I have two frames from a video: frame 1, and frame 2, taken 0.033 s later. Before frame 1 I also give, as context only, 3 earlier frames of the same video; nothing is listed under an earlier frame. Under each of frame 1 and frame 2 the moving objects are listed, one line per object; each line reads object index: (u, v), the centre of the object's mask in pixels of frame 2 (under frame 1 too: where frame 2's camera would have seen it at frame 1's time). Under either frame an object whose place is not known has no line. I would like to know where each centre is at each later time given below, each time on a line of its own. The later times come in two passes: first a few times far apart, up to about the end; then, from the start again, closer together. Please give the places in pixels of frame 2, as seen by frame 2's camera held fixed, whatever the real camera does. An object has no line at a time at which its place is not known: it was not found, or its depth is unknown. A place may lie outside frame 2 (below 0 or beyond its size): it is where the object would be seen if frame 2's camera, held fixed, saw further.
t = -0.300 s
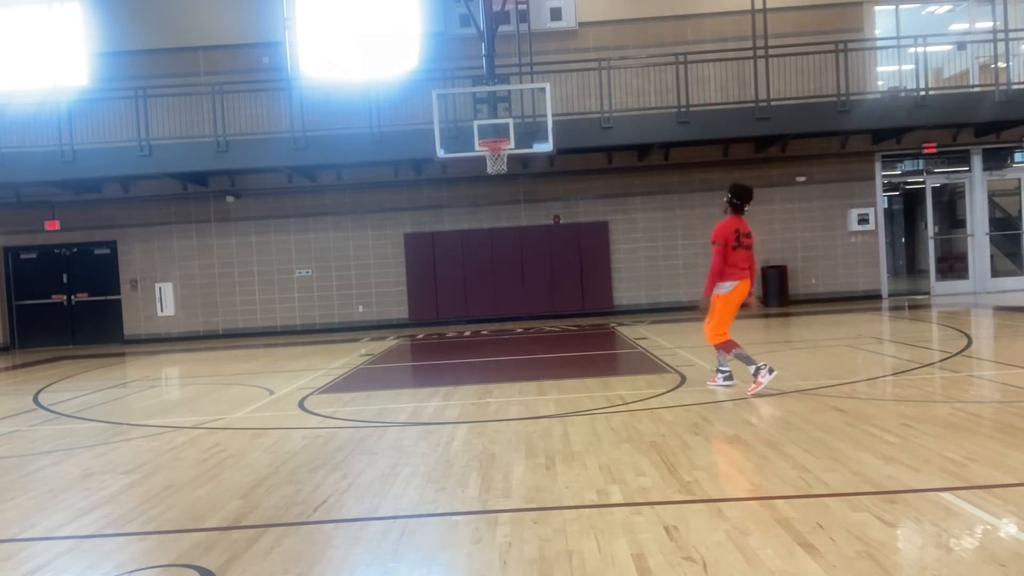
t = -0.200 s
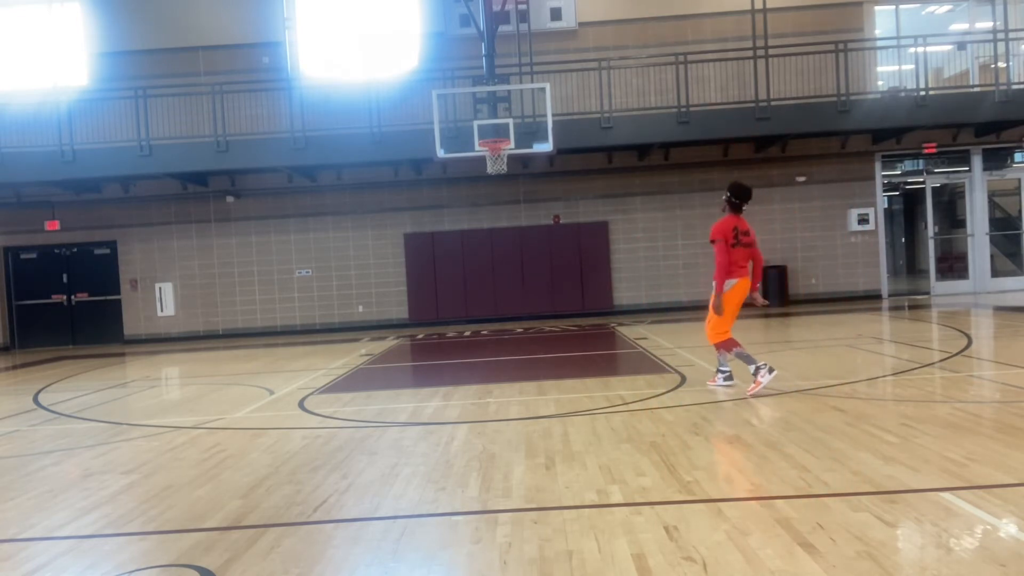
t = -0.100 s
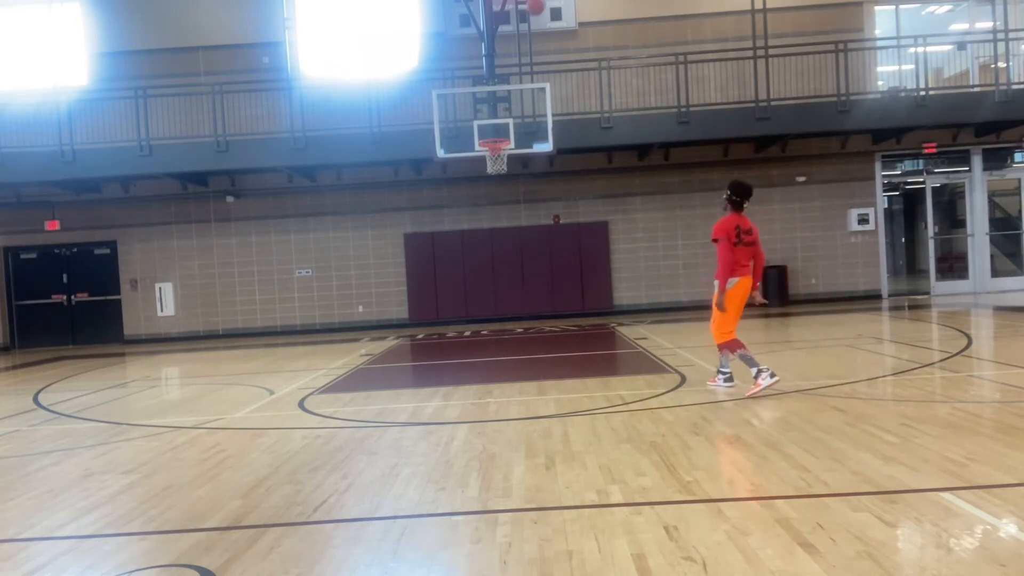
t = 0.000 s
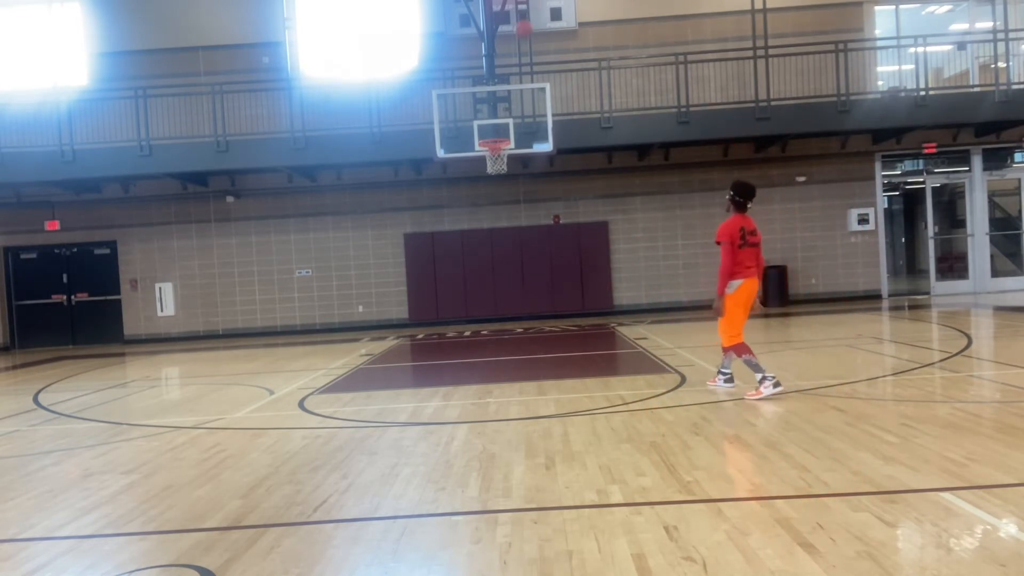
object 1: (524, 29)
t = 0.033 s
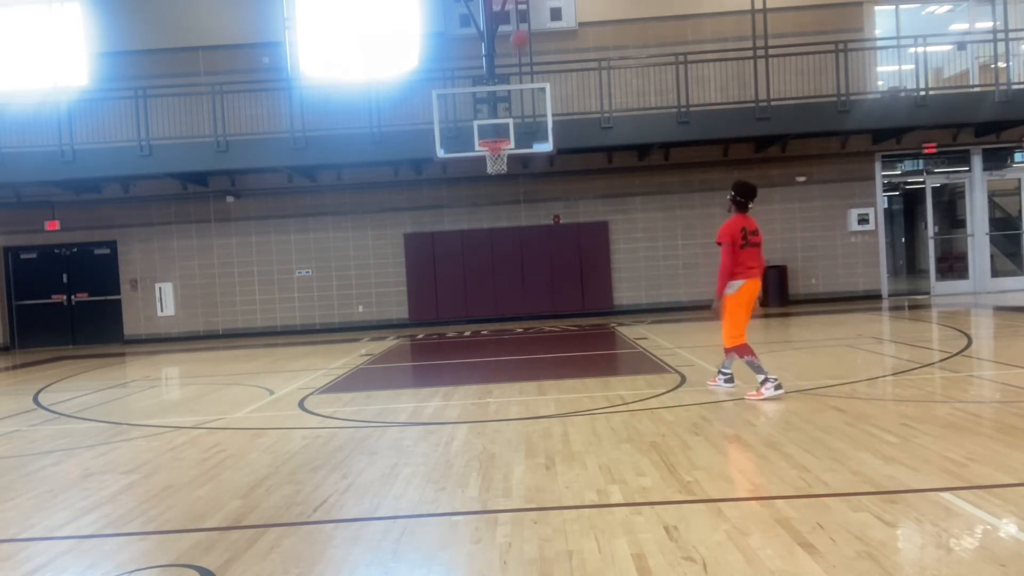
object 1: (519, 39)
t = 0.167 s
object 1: (506, 81)
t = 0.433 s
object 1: (495, 175)
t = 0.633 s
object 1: (502, 248)
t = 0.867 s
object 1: (512, 312)
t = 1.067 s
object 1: (520, 245)
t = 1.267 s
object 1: (530, 203)
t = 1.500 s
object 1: (545, 187)
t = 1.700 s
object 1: (561, 203)
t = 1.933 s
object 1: (583, 263)
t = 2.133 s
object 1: (604, 343)
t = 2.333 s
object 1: (619, 276)
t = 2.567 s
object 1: (640, 235)
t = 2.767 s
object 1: (661, 237)
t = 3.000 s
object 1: (690, 286)
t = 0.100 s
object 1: (512, 58)
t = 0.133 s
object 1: (509, 70)
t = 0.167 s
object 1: (506, 81)
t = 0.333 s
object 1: (493, 142)
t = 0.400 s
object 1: (495, 170)
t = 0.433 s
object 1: (495, 175)
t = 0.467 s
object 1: (494, 183)
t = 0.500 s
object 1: (495, 195)
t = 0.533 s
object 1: (498, 208)
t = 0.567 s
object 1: (500, 221)
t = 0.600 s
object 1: (500, 234)
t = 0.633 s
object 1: (502, 248)
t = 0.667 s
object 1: (503, 264)
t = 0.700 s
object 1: (504, 280)
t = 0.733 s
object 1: (506, 296)
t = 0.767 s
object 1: (507, 313)
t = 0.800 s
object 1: (509, 331)
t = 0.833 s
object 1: (511, 325)
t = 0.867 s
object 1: (512, 312)
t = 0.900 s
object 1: (513, 299)
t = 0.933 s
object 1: (514, 287)
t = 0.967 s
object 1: (515, 275)
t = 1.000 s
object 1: (517, 265)
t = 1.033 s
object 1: (518, 255)
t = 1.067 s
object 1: (520, 245)
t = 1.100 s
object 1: (521, 236)
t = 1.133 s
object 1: (523, 229)
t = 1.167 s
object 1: (524, 221)
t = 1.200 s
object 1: (527, 215)
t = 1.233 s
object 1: (529, 209)
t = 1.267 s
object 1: (530, 203)
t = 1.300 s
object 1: (532, 199)
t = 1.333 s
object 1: (534, 194)
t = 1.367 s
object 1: (536, 191)
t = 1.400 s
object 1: (539, 189)
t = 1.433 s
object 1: (541, 188)
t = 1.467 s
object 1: (543, 187)
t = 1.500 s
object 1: (545, 187)
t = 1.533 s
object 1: (548, 187)
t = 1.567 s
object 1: (550, 188)
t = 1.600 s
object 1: (553, 191)
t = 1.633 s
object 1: (555, 194)
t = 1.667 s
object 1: (558, 198)
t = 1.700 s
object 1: (561, 203)
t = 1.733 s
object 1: (563, 210)
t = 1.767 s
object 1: (566, 216)
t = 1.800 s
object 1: (570, 223)
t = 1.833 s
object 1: (573, 232)
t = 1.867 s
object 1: (576, 241)
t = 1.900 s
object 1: (580, 252)
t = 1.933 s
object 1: (583, 263)
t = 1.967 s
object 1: (586, 276)
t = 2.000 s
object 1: (590, 289)
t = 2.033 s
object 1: (593, 304)
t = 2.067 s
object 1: (597, 319)
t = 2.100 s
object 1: (600, 335)
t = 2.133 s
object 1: (604, 343)
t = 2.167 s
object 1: (606, 329)
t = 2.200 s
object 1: (608, 317)
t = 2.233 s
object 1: (611, 306)
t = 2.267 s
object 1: (613, 295)
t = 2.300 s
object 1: (616, 285)
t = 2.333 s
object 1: (619, 276)
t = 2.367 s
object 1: (621, 268)
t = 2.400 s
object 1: (624, 259)
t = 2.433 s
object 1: (627, 253)
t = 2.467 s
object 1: (630, 247)
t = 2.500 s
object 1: (633, 242)
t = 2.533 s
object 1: (637, 238)
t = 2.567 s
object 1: (640, 235)
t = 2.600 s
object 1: (643, 232)
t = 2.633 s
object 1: (646, 232)
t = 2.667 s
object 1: (650, 231)
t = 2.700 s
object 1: (654, 232)
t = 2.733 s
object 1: (657, 234)
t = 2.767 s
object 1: (661, 237)
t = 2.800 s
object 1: (665, 241)
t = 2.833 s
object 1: (669, 245)
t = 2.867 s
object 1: (674, 251)
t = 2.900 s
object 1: (678, 258)
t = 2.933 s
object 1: (682, 267)
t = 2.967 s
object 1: (686, 276)
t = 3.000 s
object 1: (690, 286)
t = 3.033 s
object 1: (695, 299)
